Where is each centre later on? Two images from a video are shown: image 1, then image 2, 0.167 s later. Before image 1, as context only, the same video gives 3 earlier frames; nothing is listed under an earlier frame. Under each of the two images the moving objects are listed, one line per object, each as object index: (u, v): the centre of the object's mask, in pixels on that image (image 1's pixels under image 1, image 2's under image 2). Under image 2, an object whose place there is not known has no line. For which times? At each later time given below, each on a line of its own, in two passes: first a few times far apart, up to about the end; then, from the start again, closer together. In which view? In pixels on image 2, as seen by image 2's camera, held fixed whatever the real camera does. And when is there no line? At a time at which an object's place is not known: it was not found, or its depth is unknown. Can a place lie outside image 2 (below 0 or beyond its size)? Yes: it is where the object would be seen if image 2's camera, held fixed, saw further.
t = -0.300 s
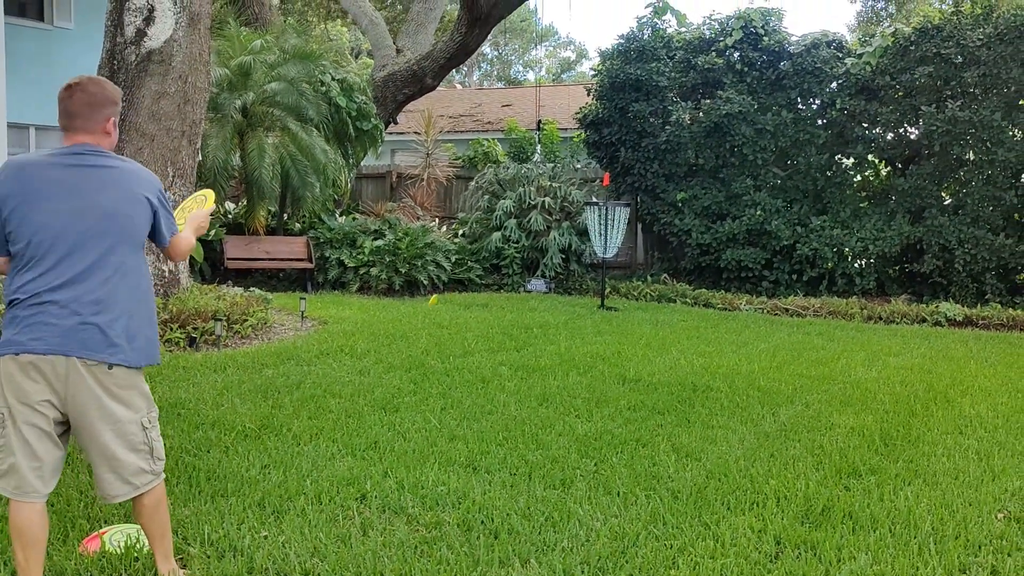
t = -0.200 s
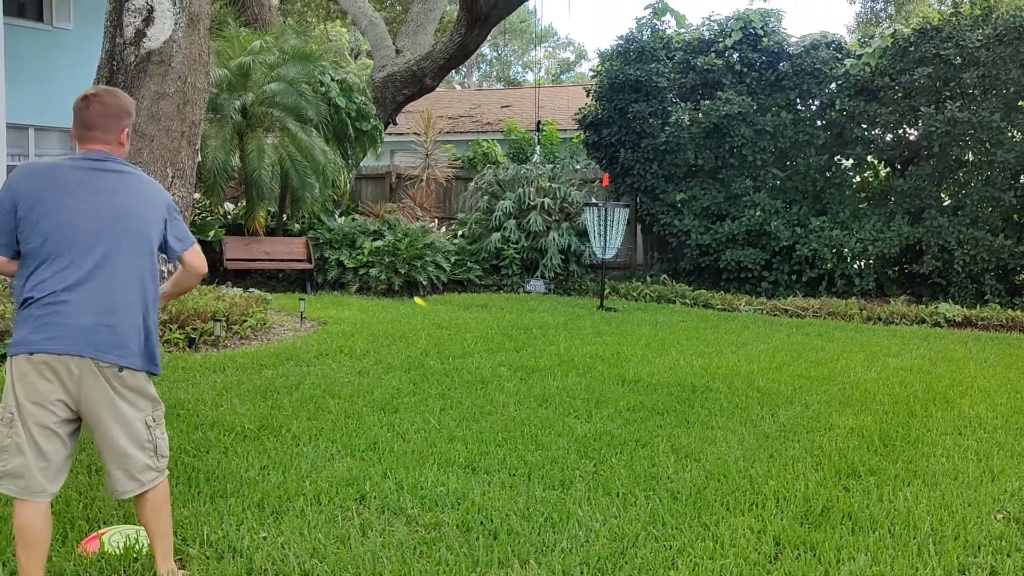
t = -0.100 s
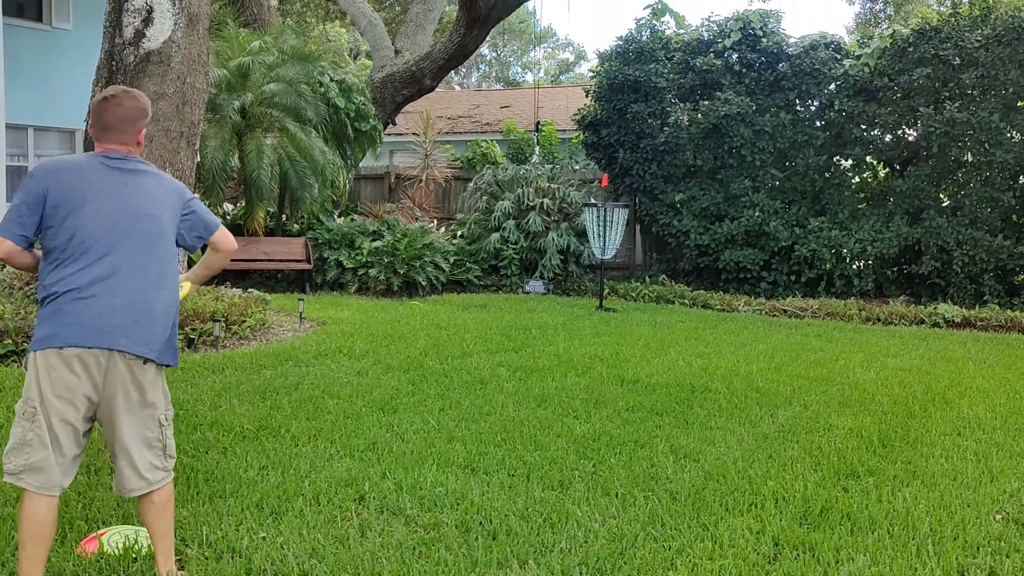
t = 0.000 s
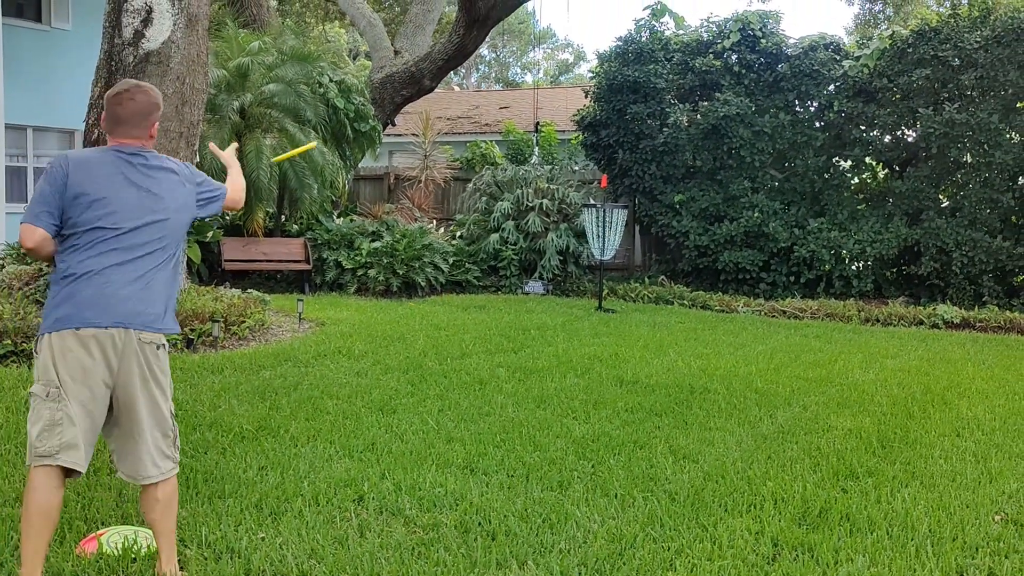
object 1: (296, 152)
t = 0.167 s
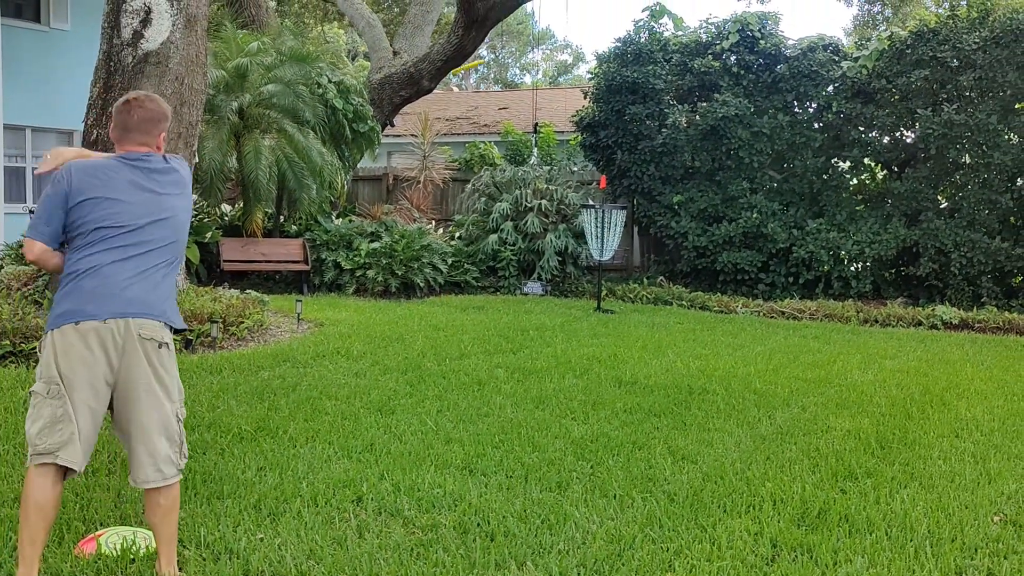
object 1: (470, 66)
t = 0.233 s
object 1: (525, 69)
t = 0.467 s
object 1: (615, 130)
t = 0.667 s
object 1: (638, 202)
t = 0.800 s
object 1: (632, 258)
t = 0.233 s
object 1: (525, 69)
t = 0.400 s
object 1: (597, 109)
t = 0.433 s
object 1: (607, 119)
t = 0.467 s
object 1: (615, 130)
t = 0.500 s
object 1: (622, 142)
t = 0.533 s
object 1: (627, 154)
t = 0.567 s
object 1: (632, 165)
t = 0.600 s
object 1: (635, 177)
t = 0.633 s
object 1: (637, 190)
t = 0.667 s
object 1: (638, 202)
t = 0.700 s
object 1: (637, 215)
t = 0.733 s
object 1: (636, 232)
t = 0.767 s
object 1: (634, 245)
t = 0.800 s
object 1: (632, 258)
